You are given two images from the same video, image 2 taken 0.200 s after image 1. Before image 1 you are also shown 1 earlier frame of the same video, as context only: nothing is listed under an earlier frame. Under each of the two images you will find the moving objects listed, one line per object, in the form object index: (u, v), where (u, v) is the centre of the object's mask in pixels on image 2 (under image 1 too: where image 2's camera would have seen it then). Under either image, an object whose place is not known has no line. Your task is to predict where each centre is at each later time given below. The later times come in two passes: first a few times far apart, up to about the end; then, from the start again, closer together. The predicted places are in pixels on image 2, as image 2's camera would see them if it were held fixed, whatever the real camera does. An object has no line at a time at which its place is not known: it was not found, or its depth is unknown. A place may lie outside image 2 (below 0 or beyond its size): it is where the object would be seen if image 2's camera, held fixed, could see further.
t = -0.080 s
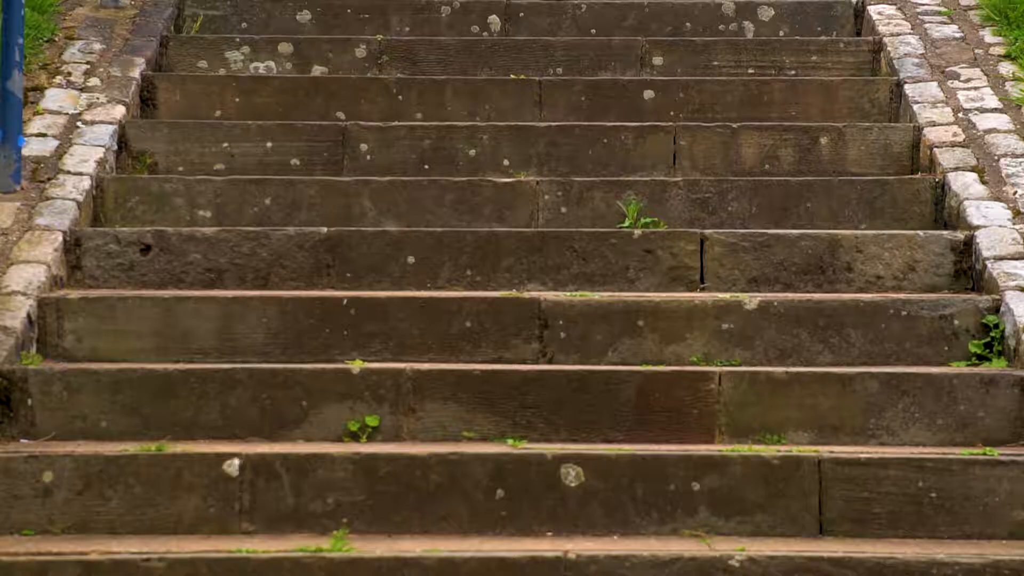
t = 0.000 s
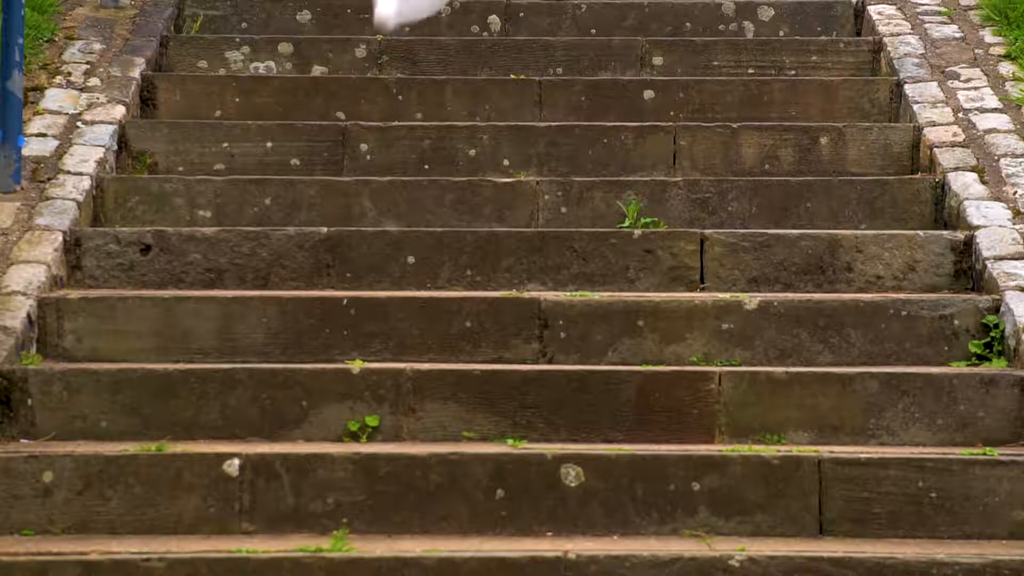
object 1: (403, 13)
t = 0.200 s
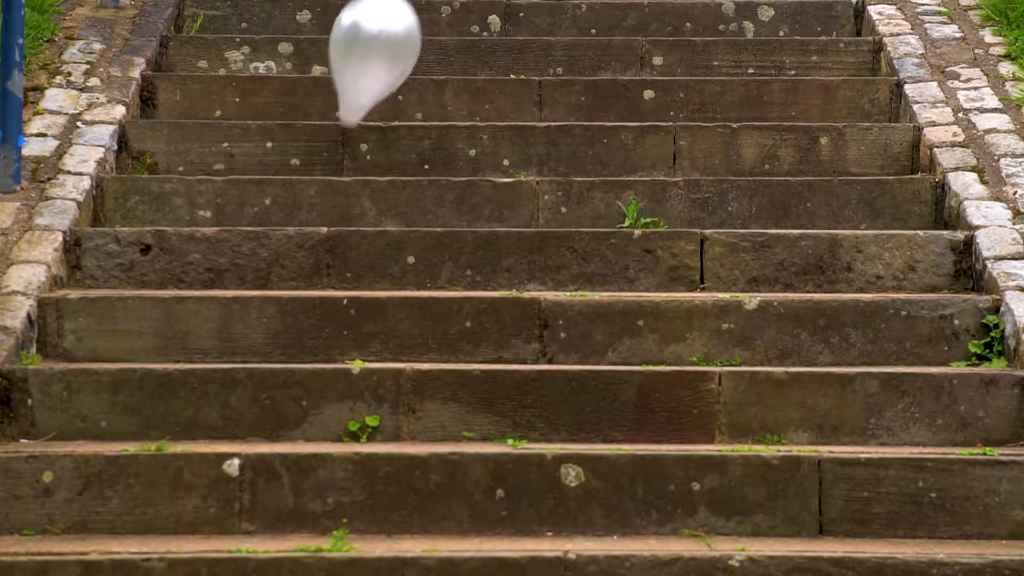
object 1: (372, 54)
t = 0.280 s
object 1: (357, 85)
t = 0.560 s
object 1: (308, 84)
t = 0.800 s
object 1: (270, 45)
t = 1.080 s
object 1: (227, 59)
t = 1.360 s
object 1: (184, 124)
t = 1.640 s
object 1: (154, 98)
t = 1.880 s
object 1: (126, 127)
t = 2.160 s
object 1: (87, 161)
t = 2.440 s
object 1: (52, 185)
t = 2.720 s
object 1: (45, 210)
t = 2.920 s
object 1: (49, 219)
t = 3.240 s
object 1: (53, 247)
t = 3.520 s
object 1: (73, 290)
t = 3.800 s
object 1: (92, 286)
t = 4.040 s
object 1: (102, 307)
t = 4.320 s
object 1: (100, 385)
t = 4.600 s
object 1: (87, 353)
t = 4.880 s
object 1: (66, 379)
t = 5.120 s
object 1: (51, 450)
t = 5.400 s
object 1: (42, 410)
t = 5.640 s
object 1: (32, 394)
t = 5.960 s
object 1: (21, 461)
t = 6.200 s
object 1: (39, 455)
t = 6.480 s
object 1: (59, 458)
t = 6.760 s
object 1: (91, 477)
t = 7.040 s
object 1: (116, 474)
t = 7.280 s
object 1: (135, 480)
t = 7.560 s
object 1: (162, 482)
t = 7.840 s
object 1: (188, 486)
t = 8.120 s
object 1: (203, 487)
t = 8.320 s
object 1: (212, 491)
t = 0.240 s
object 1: (365, 68)
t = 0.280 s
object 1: (357, 85)
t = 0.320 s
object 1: (349, 101)
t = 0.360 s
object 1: (342, 118)
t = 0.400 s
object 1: (333, 134)
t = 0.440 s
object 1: (326, 121)
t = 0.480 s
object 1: (320, 107)
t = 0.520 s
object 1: (314, 95)
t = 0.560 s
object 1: (308, 84)
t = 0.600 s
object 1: (302, 74)
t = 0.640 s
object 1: (295, 66)
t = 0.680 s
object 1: (289, 59)
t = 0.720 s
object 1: (283, 53)
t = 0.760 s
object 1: (276, 48)
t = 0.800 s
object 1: (270, 45)
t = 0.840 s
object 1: (263, 43)
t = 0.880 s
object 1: (257, 42)
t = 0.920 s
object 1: (251, 42)
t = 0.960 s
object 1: (245, 44)
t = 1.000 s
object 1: (239, 48)
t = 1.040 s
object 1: (233, 53)
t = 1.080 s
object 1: (227, 59)
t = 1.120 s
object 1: (221, 67)
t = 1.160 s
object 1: (215, 76)
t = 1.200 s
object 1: (208, 86)
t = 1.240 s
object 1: (202, 98)
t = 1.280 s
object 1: (195, 111)
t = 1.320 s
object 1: (189, 124)
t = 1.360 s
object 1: (184, 124)
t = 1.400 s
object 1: (180, 117)
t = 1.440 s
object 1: (176, 110)
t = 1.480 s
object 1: (171, 104)
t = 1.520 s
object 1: (167, 101)
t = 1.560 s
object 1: (163, 98)
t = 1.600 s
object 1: (158, 97)
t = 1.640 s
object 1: (154, 98)
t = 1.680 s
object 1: (150, 99)
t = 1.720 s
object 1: (145, 102)
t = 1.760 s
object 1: (140, 106)
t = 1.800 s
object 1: (136, 112)
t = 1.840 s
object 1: (131, 119)
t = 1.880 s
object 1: (126, 127)
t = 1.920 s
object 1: (122, 137)
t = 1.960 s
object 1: (117, 147)
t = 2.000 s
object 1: (112, 149)
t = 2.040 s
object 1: (106, 150)
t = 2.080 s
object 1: (99, 152)
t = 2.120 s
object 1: (93, 156)
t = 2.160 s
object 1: (87, 161)
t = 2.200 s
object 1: (81, 165)
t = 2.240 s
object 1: (74, 171)
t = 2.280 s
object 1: (68, 179)
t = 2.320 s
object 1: (62, 186)
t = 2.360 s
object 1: (57, 185)
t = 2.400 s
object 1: (54, 185)
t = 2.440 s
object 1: (52, 185)
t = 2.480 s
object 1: (51, 187)
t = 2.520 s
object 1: (49, 189)
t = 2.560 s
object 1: (48, 194)
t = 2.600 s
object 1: (47, 199)
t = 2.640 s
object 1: (46, 206)
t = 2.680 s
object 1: (44, 213)
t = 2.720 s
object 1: (45, 210)
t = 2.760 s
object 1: (46, 209)
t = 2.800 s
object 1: (47, 209)
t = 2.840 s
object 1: (47, 211)
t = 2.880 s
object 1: (48, 214)
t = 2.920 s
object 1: (49, 219)
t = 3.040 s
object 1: (49, 243)
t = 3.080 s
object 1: (49, 252)
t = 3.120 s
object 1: (50, 249)
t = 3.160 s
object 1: (51, 247)
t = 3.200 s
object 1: (52, 246)
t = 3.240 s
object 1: (53, 247)
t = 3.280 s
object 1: (54, 249)
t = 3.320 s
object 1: (56, 253)
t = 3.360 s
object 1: (59, 258)
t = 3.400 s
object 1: (61, 265)
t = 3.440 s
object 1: (64, 273)
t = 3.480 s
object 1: (69, 281)
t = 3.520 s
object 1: (73, 290)
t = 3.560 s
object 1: (77, 300)
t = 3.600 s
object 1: (80, 308)
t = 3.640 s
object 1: (83, 300)
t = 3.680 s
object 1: (86, 294)
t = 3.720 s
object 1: (88, 290)
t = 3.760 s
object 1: (91, 287)
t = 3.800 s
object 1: (92, 286)
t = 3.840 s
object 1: (94, 286)
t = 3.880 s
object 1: (96, 288)
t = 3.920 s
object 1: (98, 291)
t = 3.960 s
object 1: (100, 295)
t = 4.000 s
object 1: (101, 301)
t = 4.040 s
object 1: (102, 307)
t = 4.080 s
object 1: (103, 315)
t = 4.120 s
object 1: (103, 324)
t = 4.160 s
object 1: (103, 334)
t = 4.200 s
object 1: (103, 345)
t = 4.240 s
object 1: (103, 358)
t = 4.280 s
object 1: (102, 372)
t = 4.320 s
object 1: (100, 385)
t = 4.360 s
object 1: (99, 383)
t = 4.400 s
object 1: (97, 375)
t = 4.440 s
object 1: (95, 368)
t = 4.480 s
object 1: (93, 363)
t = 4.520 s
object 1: (91, 358)
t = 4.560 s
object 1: (89, 355)
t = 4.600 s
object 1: (87, 353)
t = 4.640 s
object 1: (84, 353)
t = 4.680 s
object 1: (82, 353)
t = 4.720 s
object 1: (79, 356)
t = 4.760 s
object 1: (76, 359)
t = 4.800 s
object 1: (73, 364)
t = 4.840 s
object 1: (70, 371)
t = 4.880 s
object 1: (66, 379)
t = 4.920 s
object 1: (63, 388)
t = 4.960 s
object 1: (60, 399)
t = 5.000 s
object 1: (58, 412)
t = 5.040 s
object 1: (55, 425)
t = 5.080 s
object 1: (53, 437)
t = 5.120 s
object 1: (51, 450)
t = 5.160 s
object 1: (49, 462)
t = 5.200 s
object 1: (48, 465)
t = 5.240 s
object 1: (46, 451)
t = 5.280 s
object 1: (45, 439)
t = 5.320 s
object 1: (44, 428)
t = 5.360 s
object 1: (43, 419)
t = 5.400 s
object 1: (42, 410)
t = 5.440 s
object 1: (40, 403)
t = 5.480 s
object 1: (39, 396)
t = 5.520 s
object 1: (38, 392)
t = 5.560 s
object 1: (36, 389)
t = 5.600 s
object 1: (34, 389)
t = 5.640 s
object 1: (32, 394)
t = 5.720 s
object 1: (29, 410)
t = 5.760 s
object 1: (27, 420)
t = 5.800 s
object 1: (26, 432)
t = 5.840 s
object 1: (25, 446)
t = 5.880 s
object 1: (24, 459)
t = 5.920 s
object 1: (22, 462)
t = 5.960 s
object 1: (21, 461)
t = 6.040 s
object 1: (24, 456)
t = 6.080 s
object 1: (27, 454)
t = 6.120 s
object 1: (31, 453)
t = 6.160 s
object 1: (35, 453)
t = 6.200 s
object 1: (39, 455)
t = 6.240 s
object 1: (43, 460)
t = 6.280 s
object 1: (45, 458)
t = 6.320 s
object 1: (48, 454)
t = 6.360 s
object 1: (51, 453)
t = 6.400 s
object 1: (53, 453)
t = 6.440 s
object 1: (56, 456)
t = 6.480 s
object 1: (59, 458)
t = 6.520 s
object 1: (63, 459)
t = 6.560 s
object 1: (67, 461)
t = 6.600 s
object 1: (72, 463)
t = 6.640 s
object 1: (77, 466)
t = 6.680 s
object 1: (81, 469)
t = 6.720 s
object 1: (86, 473)
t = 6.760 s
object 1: (91, 477)
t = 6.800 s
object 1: (97, 473)
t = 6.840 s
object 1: (102, 471)
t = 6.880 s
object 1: (107, 472)
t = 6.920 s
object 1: (109, 474)
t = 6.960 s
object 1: (112, 477)
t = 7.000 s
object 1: (114, 475)
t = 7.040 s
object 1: (116, 474)
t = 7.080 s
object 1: (119, 474)
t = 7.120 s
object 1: (122, 473)
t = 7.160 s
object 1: (125, 474)
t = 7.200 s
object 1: (128, 477)
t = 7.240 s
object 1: (131, 479)
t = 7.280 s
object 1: (135, 480)
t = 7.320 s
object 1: (139, 480)
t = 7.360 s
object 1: (143, 481)
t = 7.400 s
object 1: (146, 480)
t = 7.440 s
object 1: (150, 481)
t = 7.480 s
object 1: (154, 482)
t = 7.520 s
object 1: (158, 481)
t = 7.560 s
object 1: (162, 482)
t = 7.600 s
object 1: (166, 482)
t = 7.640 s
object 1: (170, 483)
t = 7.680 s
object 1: (174, 484)
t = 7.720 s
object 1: (177, 484)
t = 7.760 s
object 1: (181, 485)
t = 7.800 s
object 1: (184, 485)
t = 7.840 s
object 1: (188, 486)
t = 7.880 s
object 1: (190, 486)
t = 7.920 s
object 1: (193, 486)
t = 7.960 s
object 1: (195, 486)
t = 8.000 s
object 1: (198, 487)
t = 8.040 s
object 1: (200, 487)
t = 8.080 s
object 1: (201, 487)
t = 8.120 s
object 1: (203, 487)
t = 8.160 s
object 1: (204, 487)
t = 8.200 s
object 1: (206, 488)
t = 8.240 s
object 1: (208, 489)
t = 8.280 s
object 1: (210, 490)
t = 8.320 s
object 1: (212, 491)
